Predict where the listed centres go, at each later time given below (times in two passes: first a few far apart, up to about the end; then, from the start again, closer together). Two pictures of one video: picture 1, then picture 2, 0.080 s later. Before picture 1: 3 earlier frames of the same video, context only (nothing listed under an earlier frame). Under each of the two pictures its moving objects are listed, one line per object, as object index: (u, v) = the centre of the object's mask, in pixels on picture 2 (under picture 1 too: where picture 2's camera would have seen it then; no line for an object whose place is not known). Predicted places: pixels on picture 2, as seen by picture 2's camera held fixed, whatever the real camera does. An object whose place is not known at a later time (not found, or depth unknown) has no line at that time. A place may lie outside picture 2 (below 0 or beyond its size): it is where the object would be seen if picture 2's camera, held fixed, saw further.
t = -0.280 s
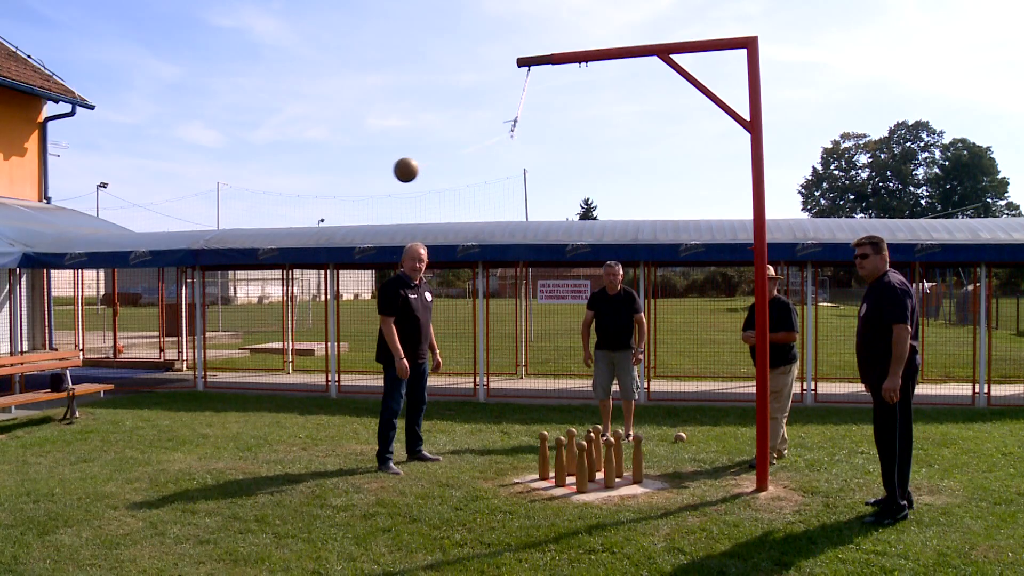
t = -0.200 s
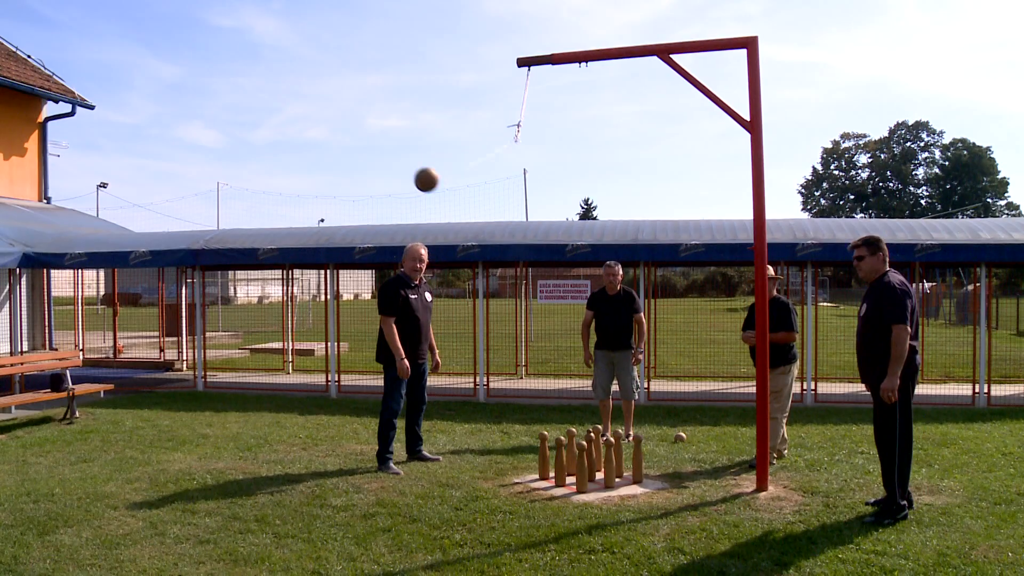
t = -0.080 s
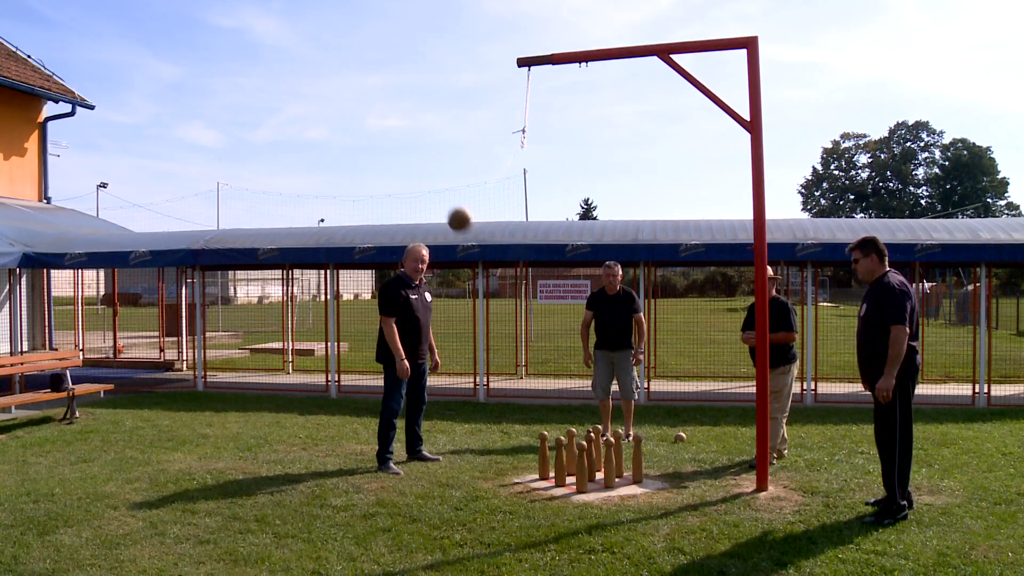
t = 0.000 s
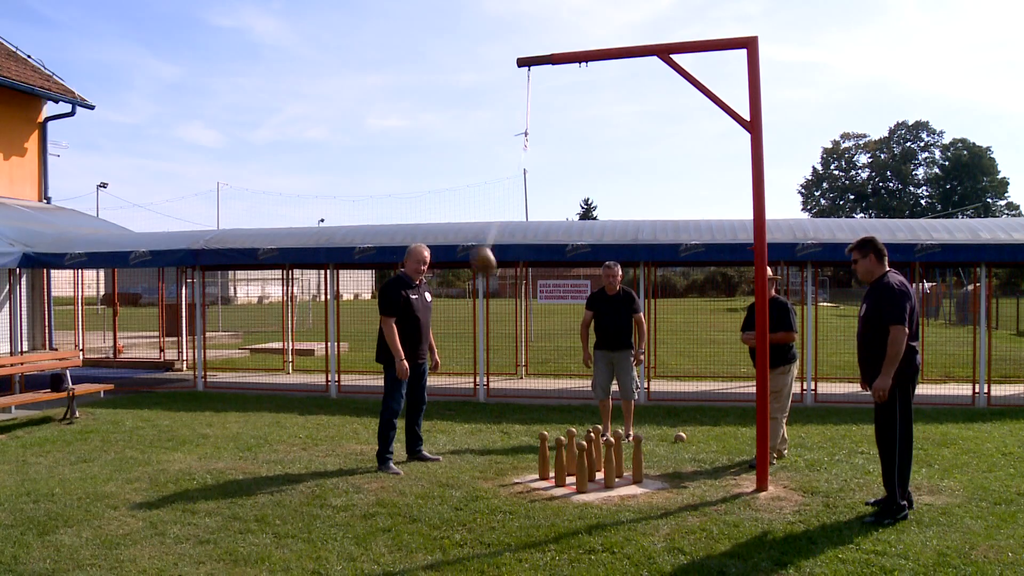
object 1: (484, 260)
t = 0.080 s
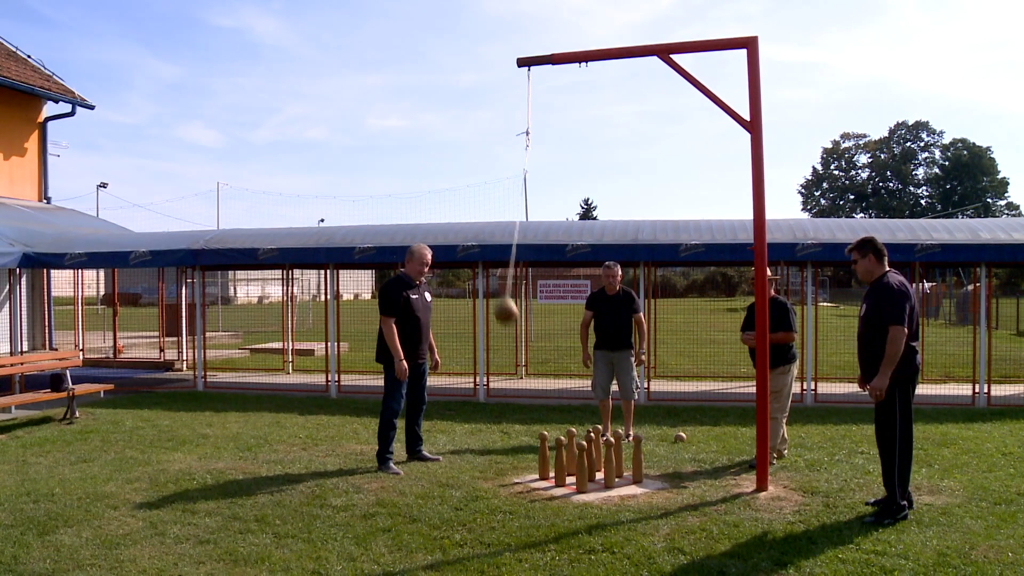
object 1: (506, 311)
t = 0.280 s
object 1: (558, 421)
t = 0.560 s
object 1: (604, 457)
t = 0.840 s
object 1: (652, 440)
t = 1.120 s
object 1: (662, 430)
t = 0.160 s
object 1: (531, 365)
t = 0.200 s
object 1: (539, 388)
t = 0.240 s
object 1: (550, 407)
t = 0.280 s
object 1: (558, 421)
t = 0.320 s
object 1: (564, 435)
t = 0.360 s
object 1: (573, 447)
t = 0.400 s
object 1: (578, 456)
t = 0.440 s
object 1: (583, 462)
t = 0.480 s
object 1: (586, 465)
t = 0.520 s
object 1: (590, 463)
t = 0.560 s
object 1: (604, 457)
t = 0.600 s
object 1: (612, 451)
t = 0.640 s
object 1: (619, 446)
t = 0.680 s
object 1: (626, 443)
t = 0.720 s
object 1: (634, 440)
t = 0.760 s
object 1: (641, 439)
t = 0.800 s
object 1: (647, 439)
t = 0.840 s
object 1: (652, 440)
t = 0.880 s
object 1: (657, 442)
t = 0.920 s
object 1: (661, 443)
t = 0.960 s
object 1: (664, 442)
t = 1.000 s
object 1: (665, 439)
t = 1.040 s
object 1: (664, 435)
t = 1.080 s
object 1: (663, 432)
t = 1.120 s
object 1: (662, 430)
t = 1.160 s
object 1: (661, 429)
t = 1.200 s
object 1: (659, 430)
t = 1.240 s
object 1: (657, 432)
